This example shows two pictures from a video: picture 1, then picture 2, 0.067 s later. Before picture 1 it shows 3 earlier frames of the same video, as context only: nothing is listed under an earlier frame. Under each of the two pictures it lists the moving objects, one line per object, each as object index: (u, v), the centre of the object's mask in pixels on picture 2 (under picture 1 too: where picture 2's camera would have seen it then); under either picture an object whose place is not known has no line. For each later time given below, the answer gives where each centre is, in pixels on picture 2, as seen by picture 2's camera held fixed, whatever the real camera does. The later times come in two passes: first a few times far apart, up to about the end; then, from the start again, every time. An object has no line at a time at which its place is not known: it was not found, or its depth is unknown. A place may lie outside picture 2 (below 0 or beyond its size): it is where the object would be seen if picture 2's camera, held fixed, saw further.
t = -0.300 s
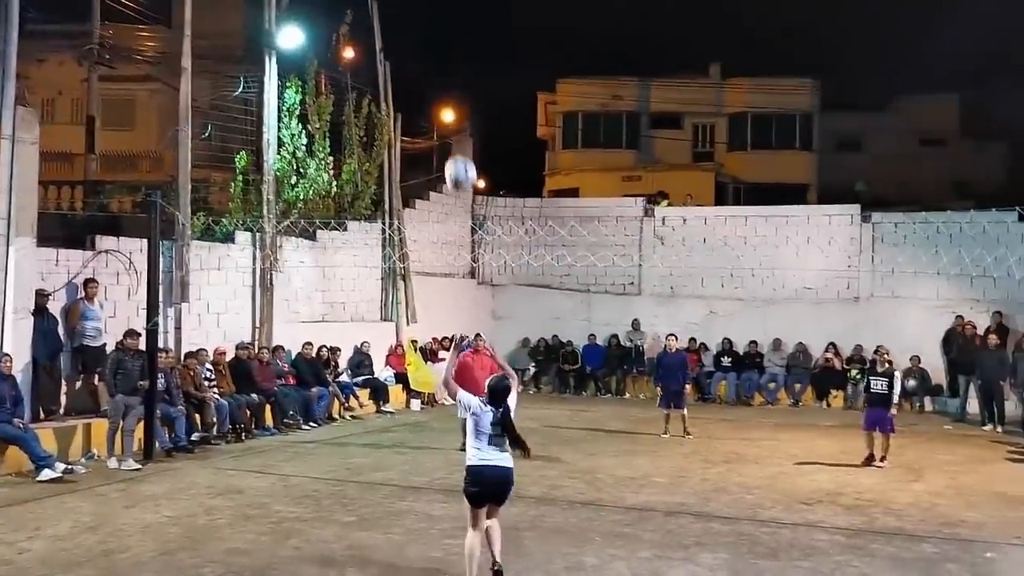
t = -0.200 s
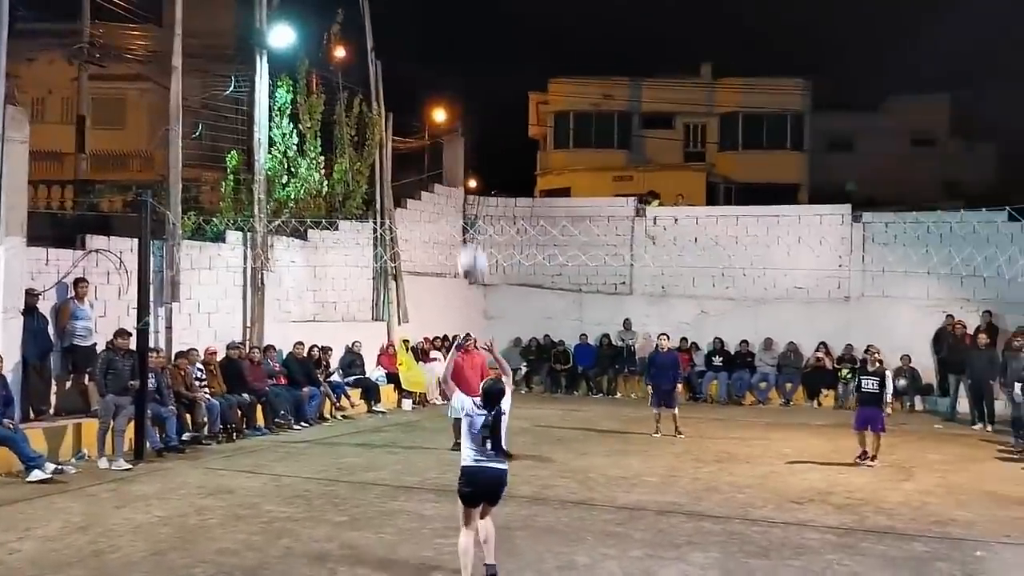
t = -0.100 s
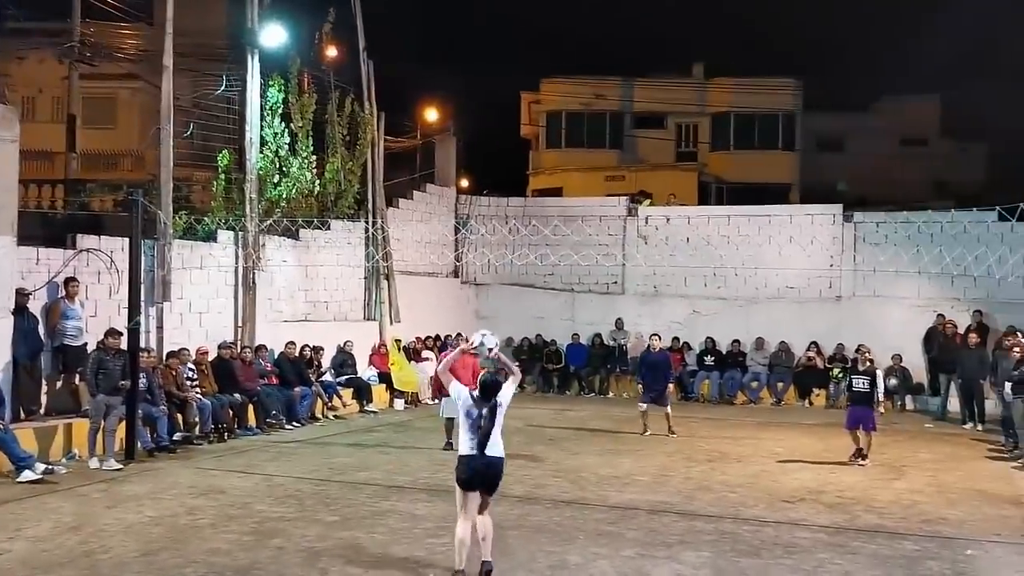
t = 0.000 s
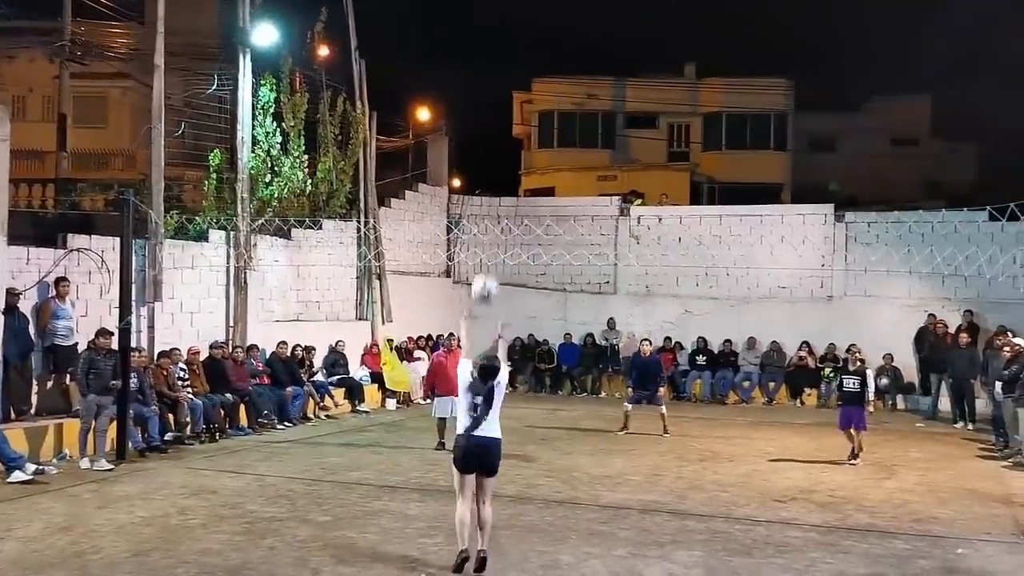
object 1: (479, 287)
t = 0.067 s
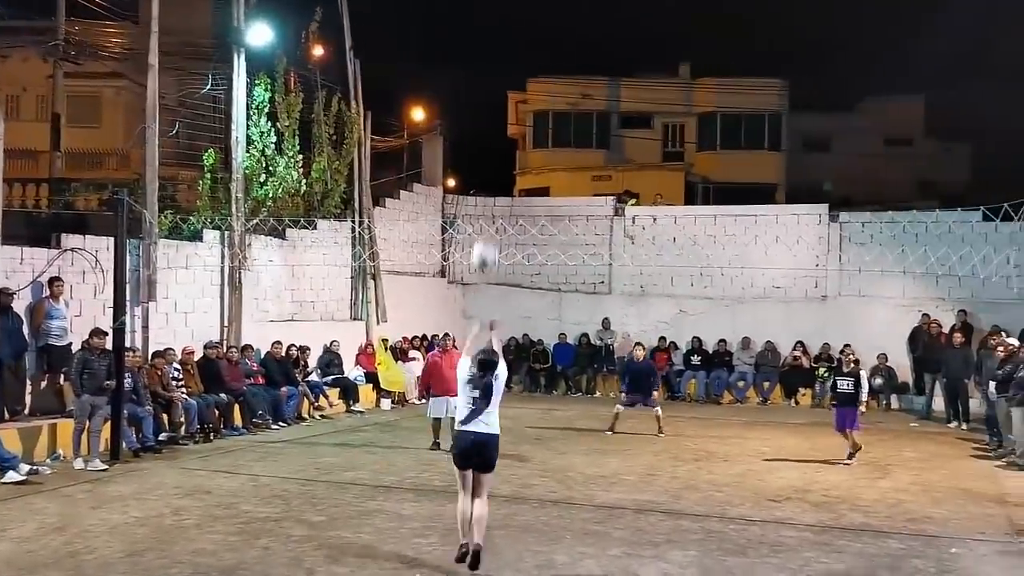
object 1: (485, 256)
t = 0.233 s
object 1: (492, 203)
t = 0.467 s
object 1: (501, 186)
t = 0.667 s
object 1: (506, 212)
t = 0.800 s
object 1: (508, 246)
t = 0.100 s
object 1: (486, 242)
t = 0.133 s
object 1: (488, 229)
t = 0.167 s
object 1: (490, 219)
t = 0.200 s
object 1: (491, 210)
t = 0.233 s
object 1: (492, 203)
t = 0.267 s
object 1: (494, 196)
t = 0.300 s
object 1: (496, 192)
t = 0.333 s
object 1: (497, 188)
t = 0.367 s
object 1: (498, 186)
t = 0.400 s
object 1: (499, 185)
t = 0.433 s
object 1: (500, 186)
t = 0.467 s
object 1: (501, 186)
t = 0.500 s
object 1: (502, 189)
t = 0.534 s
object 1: (503, 192)
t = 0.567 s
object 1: (503, 196)
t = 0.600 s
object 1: (504, 200)
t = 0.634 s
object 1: (505, 206)
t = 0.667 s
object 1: (506, 212)
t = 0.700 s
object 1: (505, 220)
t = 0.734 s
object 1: (506, 227)
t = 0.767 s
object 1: (507, 235)
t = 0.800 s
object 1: (508, 246)
